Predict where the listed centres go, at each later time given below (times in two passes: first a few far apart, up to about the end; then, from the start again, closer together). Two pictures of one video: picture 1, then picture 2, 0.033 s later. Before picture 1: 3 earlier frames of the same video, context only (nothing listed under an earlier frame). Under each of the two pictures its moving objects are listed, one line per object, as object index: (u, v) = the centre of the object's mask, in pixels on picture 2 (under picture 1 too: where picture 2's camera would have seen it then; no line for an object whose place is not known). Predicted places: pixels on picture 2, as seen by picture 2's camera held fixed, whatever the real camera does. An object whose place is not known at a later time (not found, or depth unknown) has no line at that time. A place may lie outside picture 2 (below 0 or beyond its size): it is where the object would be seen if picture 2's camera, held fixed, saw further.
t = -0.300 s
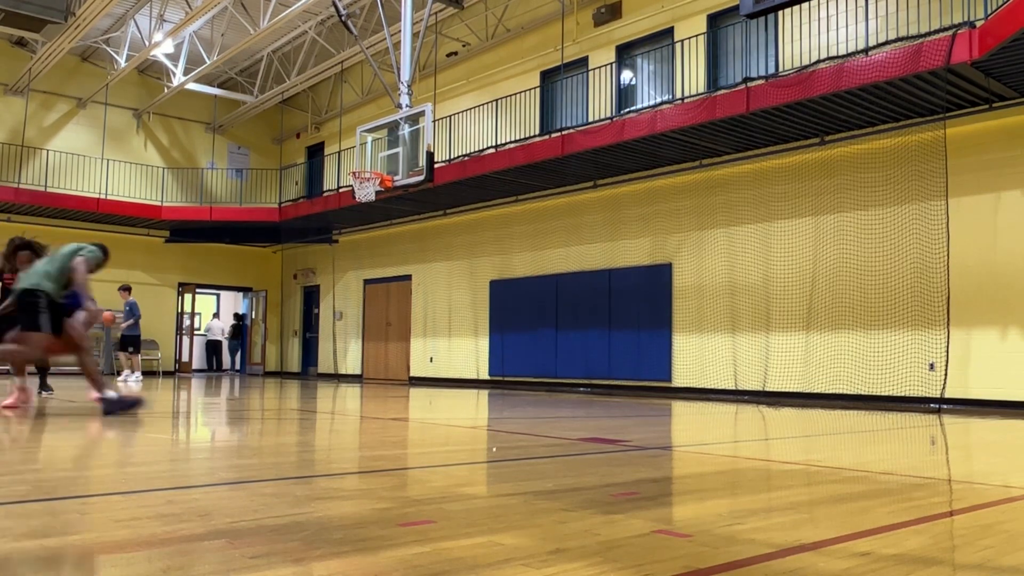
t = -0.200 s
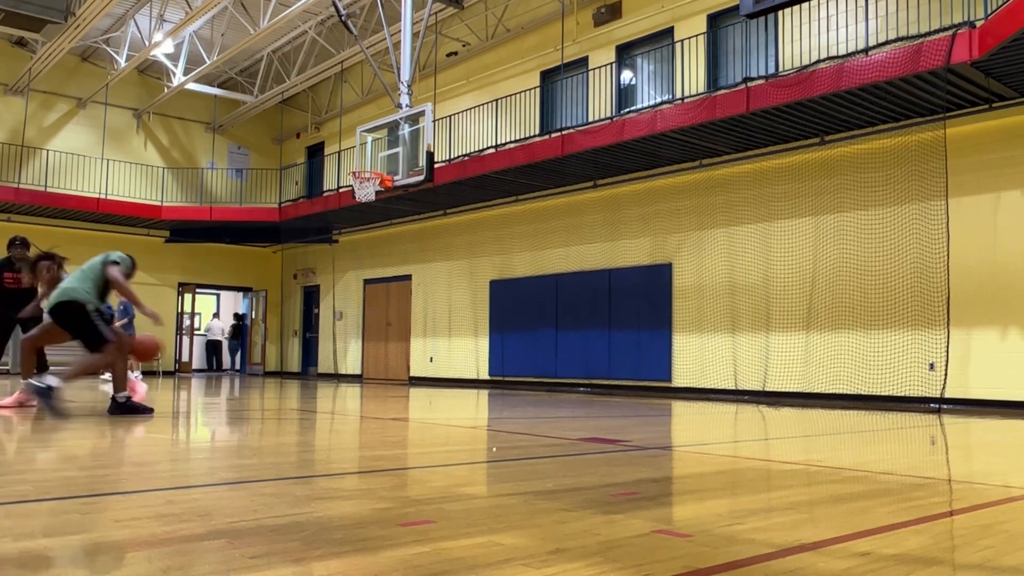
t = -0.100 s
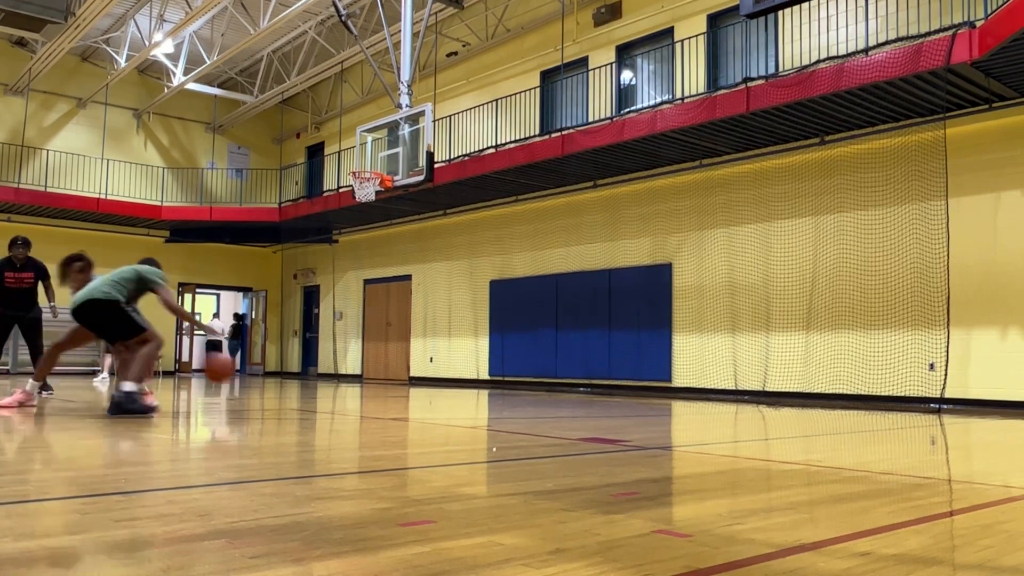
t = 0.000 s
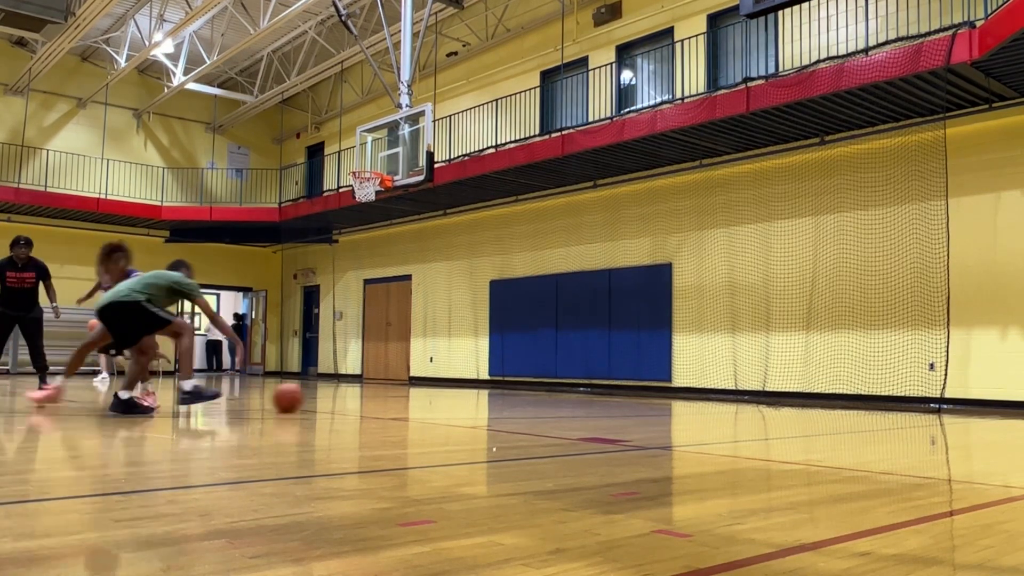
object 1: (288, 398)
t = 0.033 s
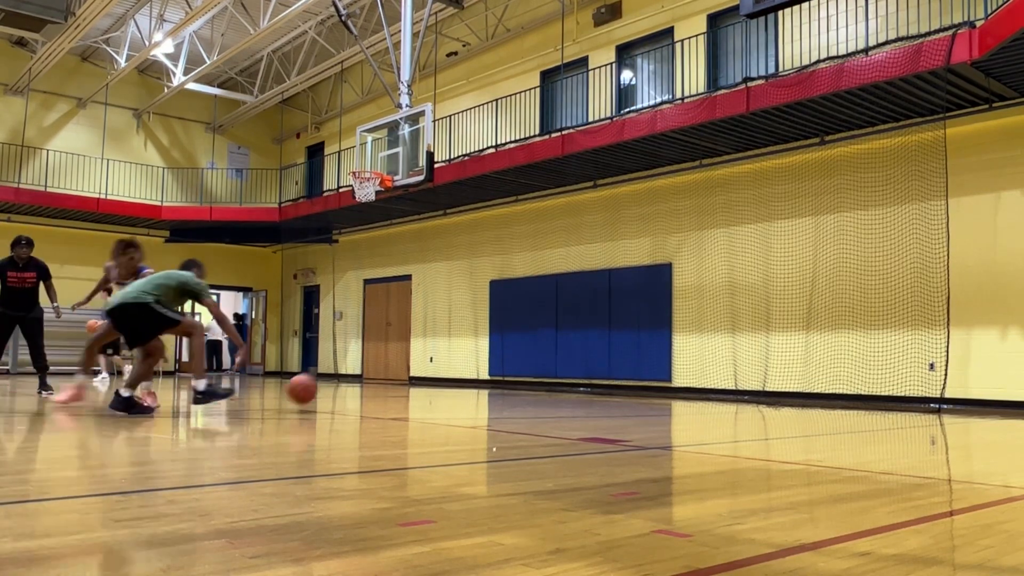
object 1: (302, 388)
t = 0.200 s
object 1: (368, 360)
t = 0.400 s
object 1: (444, 370)
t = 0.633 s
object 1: (527, 379)
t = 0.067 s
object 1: (315, 380)
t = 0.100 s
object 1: (328, 373)
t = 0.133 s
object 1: (342, 367)
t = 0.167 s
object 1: (355, 363)
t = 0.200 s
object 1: (368, 360)
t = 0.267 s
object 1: (394, 358)
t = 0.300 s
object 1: (407, 359)
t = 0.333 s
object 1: (419, 361)
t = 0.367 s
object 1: (431, 364)
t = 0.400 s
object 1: (444, 370)
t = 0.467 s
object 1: (467, 383)
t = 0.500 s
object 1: (480, 391)
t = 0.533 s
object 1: (492, 397)
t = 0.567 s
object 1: (504, 390)
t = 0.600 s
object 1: (515, 384)
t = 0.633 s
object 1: (527, 379)
